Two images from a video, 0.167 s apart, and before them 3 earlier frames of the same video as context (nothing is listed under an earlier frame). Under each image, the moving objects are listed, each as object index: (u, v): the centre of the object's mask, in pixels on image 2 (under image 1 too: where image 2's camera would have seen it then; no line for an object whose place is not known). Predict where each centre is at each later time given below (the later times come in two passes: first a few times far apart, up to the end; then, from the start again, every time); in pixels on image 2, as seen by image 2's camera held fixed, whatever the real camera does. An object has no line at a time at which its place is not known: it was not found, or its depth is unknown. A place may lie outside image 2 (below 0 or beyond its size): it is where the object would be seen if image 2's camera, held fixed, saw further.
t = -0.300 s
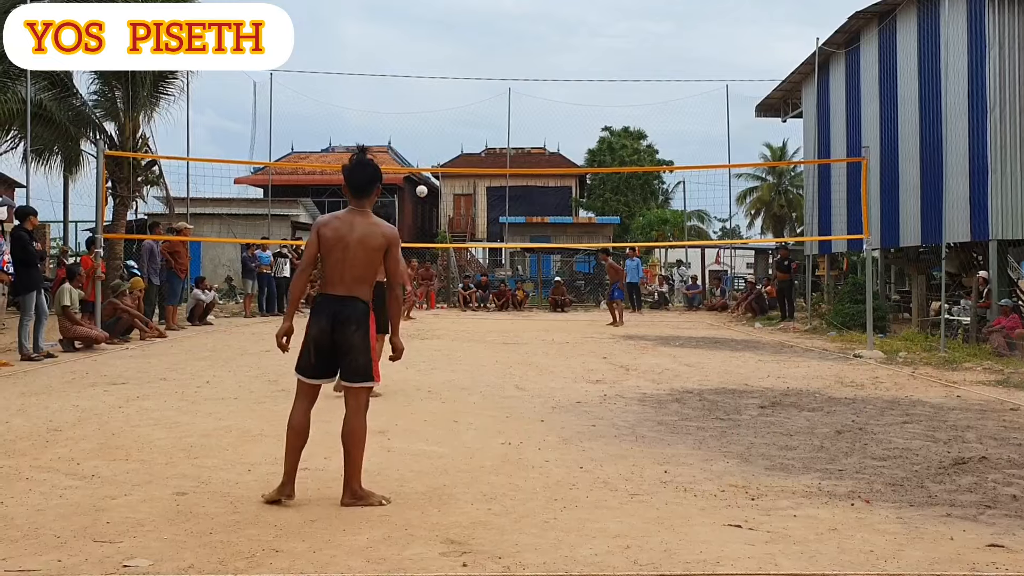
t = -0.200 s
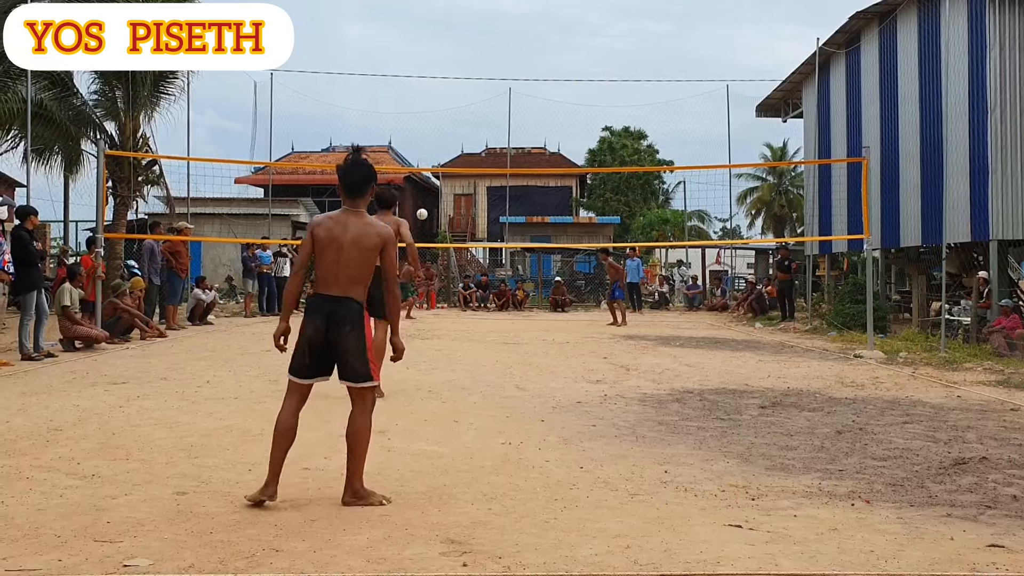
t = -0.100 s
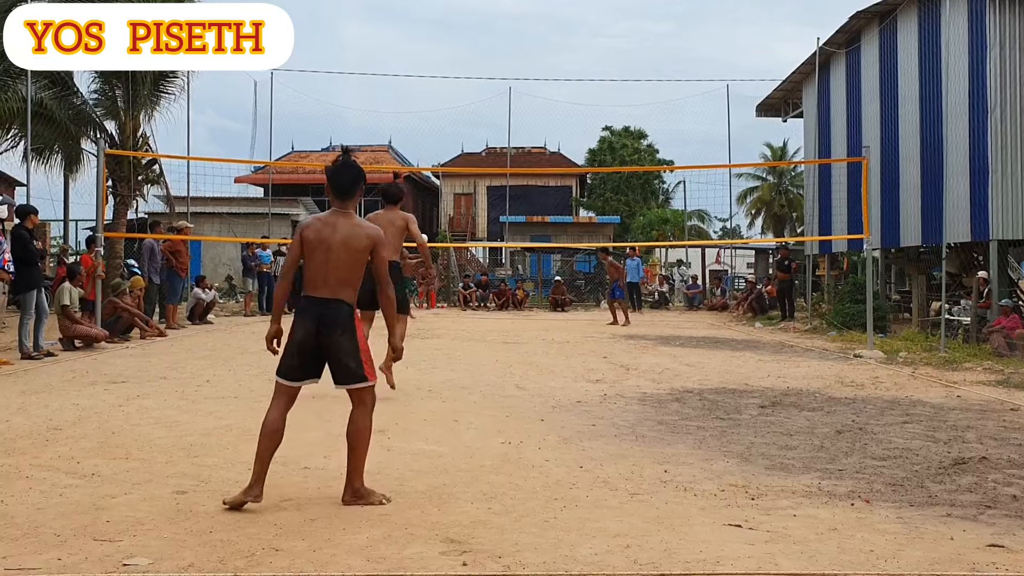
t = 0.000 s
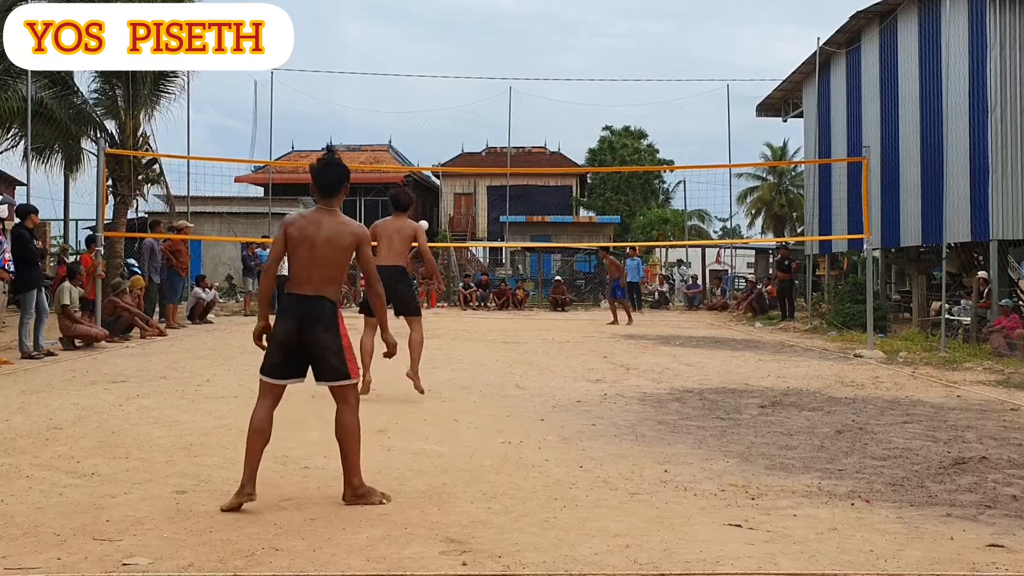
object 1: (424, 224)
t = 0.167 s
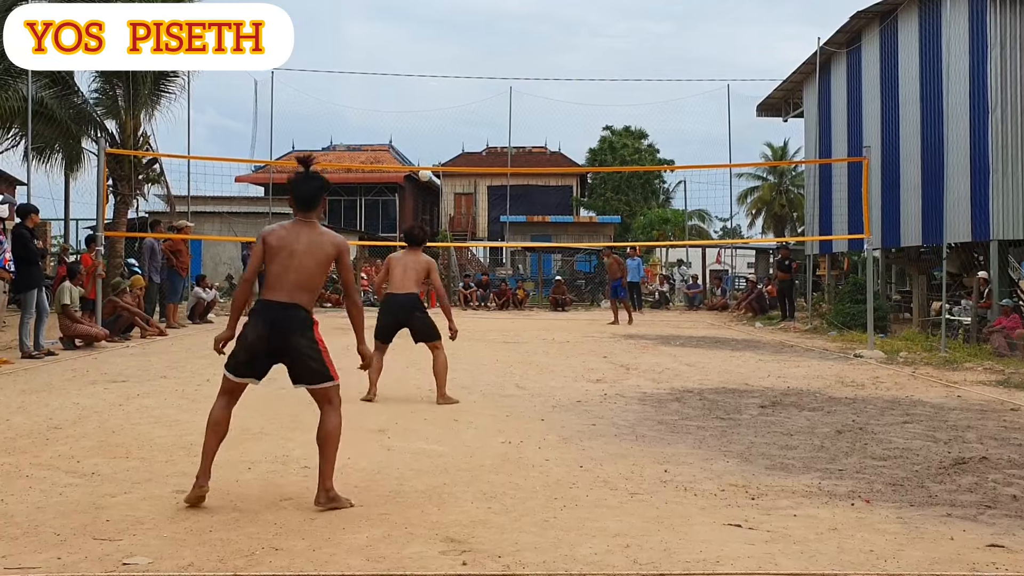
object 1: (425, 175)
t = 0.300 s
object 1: (426, 140)
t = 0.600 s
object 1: (436, 81)
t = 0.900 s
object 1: (465, 78)
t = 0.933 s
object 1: (470, 84)
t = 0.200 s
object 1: (424, 163)
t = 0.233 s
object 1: (425, 156)
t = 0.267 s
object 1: (425, 148)
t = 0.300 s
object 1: (426, 140)
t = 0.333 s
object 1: (426, 132)
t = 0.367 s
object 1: (427, 124)
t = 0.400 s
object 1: (428, 117)
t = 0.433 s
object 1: (429, 110)
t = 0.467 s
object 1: (429, 103)
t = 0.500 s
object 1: (431, 97)
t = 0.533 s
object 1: (433, 91)
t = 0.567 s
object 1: (434, 87)
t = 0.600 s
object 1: (436, 81)
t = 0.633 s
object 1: (438, 78)
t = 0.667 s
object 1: (441, 74)
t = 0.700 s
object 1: (443, 72)
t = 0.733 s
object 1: (445, 70)
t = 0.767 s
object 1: (448, 69)
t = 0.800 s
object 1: (452, 70)
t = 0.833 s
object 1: (456, 71)
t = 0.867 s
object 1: (460, 74)
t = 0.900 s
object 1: (465, 78)
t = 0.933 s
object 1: (470, 84)
